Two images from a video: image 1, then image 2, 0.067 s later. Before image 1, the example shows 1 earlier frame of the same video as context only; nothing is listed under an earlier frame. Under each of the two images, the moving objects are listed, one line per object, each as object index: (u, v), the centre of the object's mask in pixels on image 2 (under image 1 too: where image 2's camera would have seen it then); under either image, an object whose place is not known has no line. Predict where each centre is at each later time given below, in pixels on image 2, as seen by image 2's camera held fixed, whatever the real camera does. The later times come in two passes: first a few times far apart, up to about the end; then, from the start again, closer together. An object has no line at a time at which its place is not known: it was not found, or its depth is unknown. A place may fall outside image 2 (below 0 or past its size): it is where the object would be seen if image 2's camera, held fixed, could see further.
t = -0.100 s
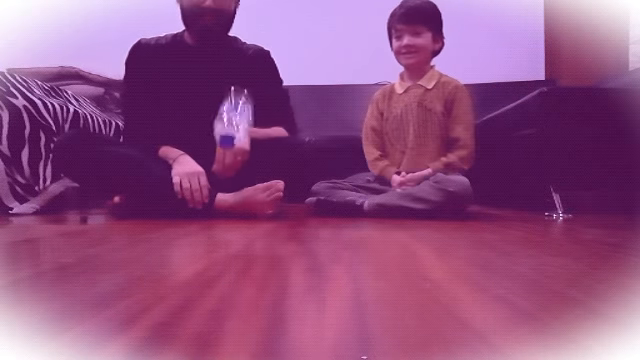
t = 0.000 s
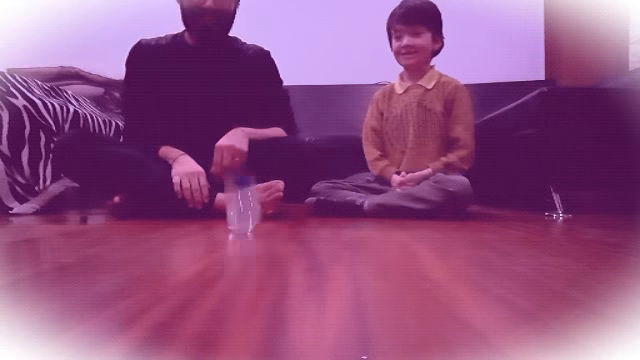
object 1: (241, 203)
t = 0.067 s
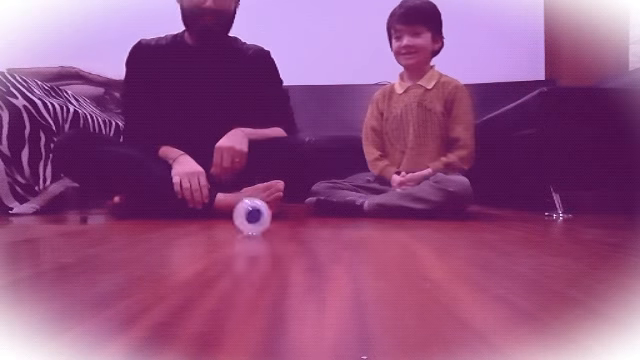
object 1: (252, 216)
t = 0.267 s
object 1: (274, 220)
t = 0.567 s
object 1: (306, 219)
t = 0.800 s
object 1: (326, 219)
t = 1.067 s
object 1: (343, 218)
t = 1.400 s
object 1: (364, 218)
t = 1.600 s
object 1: (374, 218)
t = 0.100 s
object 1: (256, 219)
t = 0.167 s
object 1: (265, 220)
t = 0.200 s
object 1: (268, 220)
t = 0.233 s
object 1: (271, 220)
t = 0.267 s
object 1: (274, 220)
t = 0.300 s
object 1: (278, 220)
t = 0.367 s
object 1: (288, 219)
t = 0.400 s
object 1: (291, 219)
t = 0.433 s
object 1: (293, 219)
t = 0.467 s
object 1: (295, 219)
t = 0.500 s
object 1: (298, 219)
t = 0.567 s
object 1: (306, 219)
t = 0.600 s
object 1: (308, 219)
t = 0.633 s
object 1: (311, 219)
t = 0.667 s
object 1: (313, 219)
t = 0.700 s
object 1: (316, 219)
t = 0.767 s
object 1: (323, 219)
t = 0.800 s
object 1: (326, 219)
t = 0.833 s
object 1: (328, 219)
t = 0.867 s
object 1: (329, 219)
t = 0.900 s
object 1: (332, 219)
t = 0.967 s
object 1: (338, 218)
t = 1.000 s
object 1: (340, 218)
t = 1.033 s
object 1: (342, 218)
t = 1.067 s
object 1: (343, 218)
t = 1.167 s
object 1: (351, 218)
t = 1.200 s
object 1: (353, 218)
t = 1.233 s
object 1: (354, 218)
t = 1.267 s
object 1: (357, 218)
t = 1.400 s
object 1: (364, 218)
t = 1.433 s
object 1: (366, 219)
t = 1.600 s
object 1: (374, 218)
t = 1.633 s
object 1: (375, 218)
